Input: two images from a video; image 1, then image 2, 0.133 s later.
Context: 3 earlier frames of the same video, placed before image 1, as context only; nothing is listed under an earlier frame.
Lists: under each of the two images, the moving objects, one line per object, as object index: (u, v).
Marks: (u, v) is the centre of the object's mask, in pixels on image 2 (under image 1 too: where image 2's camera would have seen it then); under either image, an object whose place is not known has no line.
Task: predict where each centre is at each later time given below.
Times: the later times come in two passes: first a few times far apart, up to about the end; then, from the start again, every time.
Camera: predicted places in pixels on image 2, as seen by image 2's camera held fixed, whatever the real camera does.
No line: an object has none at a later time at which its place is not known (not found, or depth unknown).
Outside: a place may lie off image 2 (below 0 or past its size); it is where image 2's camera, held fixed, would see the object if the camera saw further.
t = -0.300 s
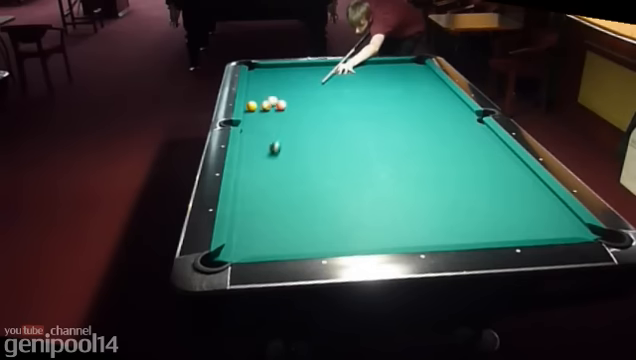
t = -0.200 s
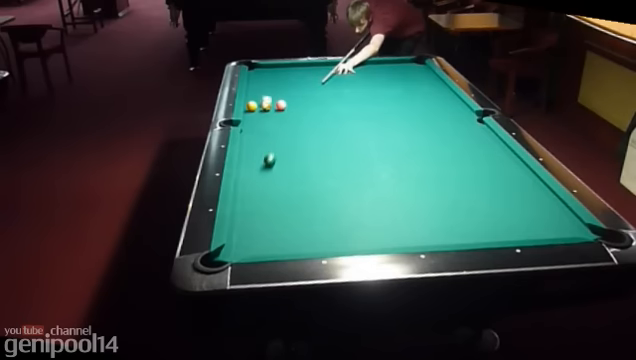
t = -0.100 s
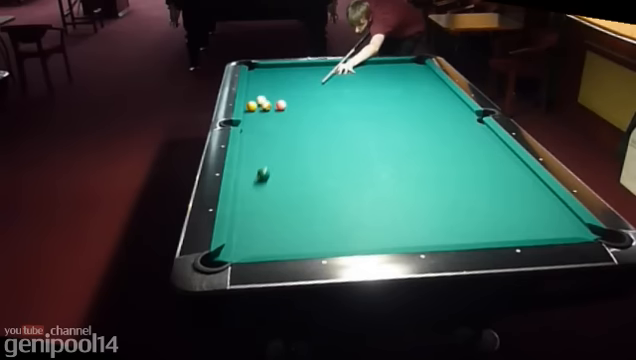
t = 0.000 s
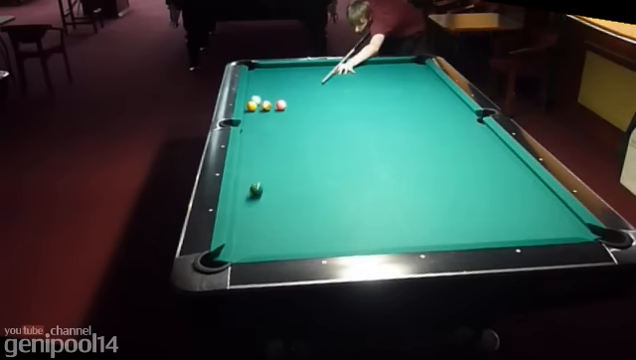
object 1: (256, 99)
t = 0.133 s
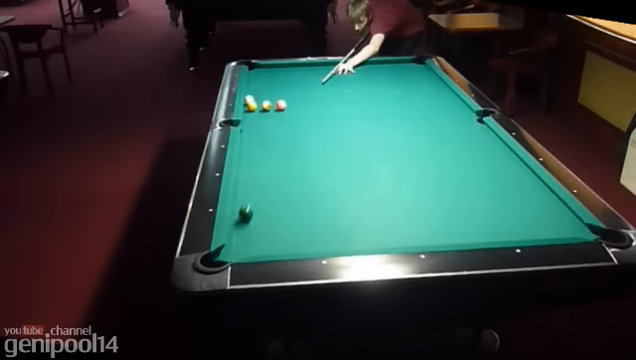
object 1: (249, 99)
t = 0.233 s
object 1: (251, 98)
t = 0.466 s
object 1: (258, 97)
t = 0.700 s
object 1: (264, 95)
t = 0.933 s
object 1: (269, 94)
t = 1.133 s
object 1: (272, 92)
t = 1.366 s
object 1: (276, 92)
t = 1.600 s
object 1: (279, 90)
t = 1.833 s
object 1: (281, 90)
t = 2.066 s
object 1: (282, 89)
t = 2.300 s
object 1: (284, 88)
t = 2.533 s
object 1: (284, 88)
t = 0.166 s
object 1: (249, 98)
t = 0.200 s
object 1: (250, 98)
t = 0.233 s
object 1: (251, 98)
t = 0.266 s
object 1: (252, 97)
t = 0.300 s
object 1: (253, 97)
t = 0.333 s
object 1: (254, 97)
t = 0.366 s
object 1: (255, 97)
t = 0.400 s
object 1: (256, 97)
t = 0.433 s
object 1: (257, 97)
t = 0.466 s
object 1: (258, 97)
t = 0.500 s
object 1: (259, 97)
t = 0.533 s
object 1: (260, 96)
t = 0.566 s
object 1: (261, 96)
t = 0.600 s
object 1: (261, 96)
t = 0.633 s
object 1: (262, 96)
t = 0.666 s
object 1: (263, 95)
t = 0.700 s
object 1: (264, 95)
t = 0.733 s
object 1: (265, 95)
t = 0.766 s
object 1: (265, 95)
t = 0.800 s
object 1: (266, 95)
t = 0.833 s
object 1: (267, 94)
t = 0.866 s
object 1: (267, 94)
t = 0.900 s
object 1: (268, 94)
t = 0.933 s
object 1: (269, 94)
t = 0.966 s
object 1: (269, 93)
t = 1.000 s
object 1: (270, 94)
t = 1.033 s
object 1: (270, 93)
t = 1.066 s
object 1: (271, 93)
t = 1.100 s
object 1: (271, 93)
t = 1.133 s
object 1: (272, 92)
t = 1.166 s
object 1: (273, 92)
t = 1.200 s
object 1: (273, 92)
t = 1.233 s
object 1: (274, 92)
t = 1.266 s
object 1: (275, 92)
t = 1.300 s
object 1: (275, 92)
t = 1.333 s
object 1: (276, 92)
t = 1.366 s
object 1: (276, 92)
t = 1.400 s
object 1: (276, 91)
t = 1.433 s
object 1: (276, 91)
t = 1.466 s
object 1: (277, 91)
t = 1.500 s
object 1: (277, 91)
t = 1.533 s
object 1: (278, 91)
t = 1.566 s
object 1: (278, 91)
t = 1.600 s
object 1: (279, 90)
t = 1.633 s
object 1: (279, 90)
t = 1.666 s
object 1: (279, 90)
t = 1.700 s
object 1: (280, 90)
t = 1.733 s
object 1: (280, 90)
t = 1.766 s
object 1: (280, 90)
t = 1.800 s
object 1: (281, 90)
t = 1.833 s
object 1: (281, 90)
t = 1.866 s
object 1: (281, 90)
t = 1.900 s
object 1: (281, 89)
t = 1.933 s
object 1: (282, 89)
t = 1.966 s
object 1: (282, 89)
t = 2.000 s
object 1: (282, 89)
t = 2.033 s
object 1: (282, 89)
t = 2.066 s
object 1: (282, 89)
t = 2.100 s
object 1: (283, 89)
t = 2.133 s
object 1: (283, 89)
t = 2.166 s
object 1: (283, 89)
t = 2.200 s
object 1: (283, 89)
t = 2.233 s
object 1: (283, 88)
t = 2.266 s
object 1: (284, 89)
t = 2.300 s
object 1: (284, 88)
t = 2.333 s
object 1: (284, 89)
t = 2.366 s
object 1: (284, 88)
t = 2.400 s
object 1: (284, 88)
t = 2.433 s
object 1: (284, 88)
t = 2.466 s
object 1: (284, 88)
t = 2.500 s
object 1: (284, 88)
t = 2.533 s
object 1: (284, 88)
